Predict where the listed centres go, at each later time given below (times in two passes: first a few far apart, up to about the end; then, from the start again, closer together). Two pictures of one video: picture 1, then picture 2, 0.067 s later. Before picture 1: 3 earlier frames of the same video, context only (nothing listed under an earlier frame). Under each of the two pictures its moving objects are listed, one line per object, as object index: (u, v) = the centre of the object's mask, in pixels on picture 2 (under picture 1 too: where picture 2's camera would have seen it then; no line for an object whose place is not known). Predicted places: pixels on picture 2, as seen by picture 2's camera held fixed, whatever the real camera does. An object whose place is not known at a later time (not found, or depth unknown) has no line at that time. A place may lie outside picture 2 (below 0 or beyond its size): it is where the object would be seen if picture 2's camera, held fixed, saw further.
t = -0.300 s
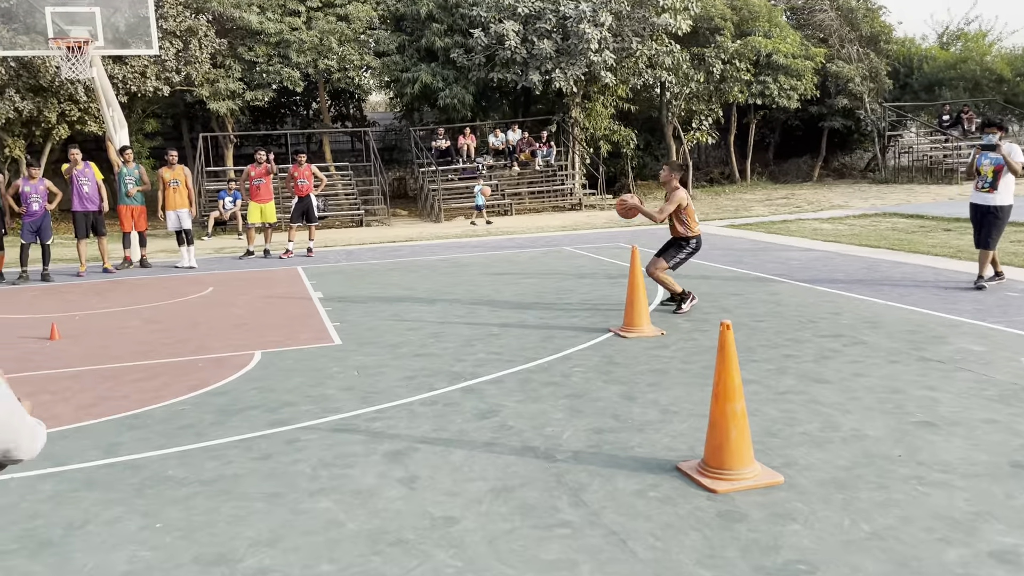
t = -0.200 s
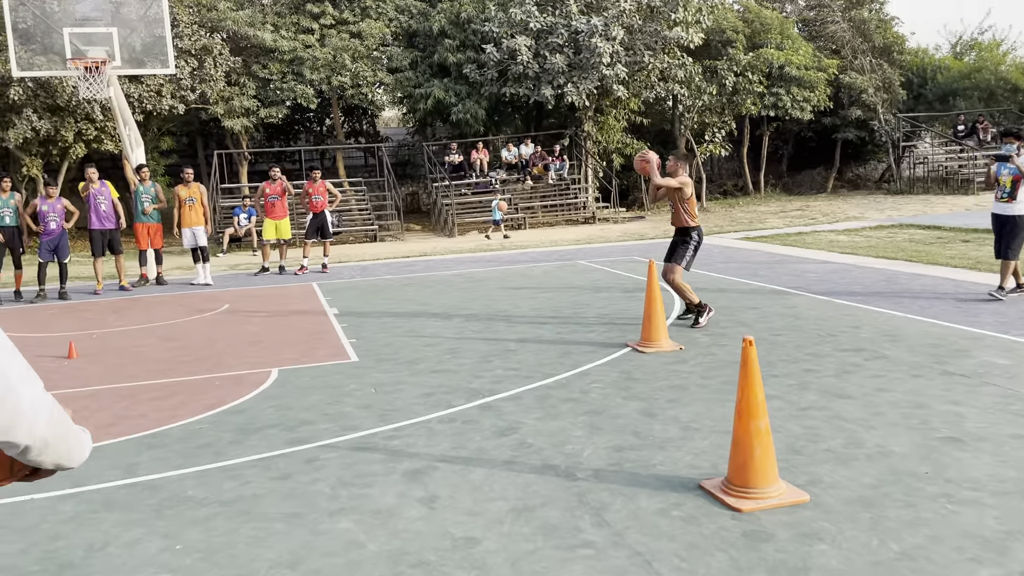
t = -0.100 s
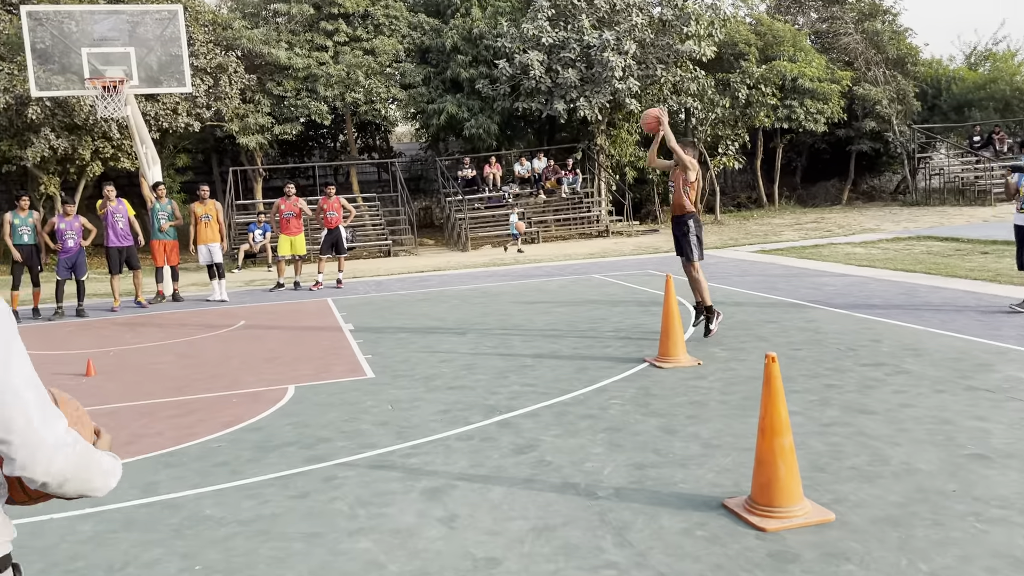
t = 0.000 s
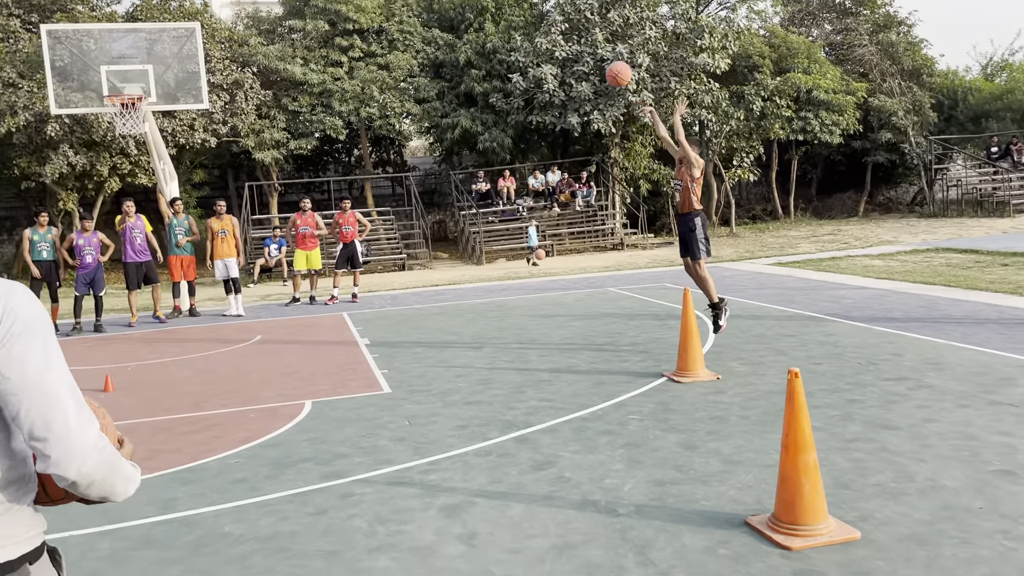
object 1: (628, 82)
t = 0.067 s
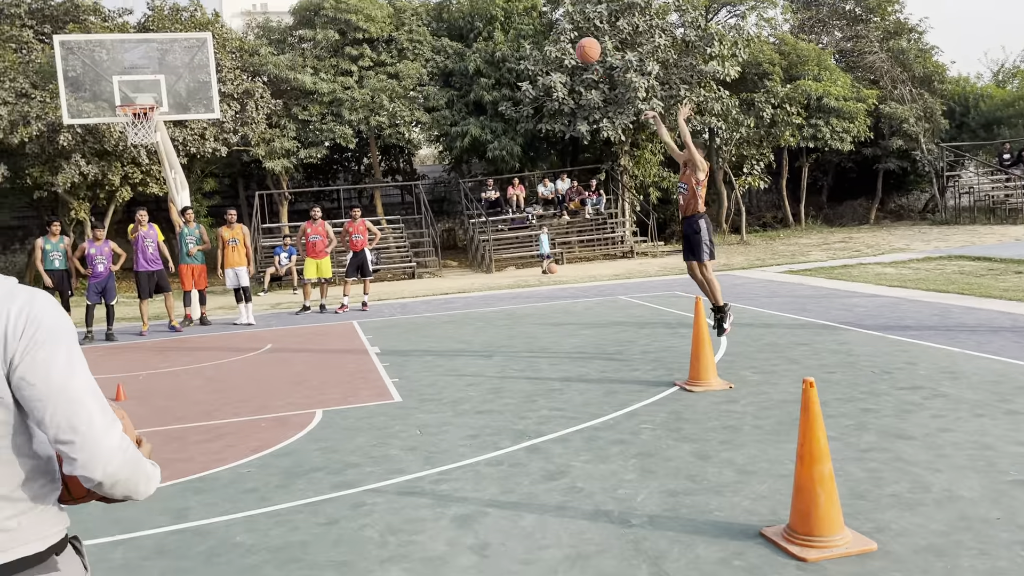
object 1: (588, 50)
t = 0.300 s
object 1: (458, -20)
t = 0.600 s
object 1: (312, -35)
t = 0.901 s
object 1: (192, 31)
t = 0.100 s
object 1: (569, 36)
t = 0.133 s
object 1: (549, 23)
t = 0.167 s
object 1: (530, 12)
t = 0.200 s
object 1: (512, 1)
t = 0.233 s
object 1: (493, -8)
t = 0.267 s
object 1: (475, -14)
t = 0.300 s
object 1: (458, -20)
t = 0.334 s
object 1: (440, -24)
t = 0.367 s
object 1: (423, -29)
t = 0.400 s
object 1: (406, -32)
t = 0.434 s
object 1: (390, -35)
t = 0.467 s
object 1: (373, -37)
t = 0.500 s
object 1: (358, -38)
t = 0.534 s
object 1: (342, -39)
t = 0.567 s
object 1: (327, -38)
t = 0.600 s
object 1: (312, -35)
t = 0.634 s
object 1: (298, -31)
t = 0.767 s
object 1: (242, -7)
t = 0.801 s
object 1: (229, 1)
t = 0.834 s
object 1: (217, 10)
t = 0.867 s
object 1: (205, 20)
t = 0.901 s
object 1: (192, 31)
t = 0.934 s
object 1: (180, 43)
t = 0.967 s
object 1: (169, 55)
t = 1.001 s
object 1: (158, 68)
